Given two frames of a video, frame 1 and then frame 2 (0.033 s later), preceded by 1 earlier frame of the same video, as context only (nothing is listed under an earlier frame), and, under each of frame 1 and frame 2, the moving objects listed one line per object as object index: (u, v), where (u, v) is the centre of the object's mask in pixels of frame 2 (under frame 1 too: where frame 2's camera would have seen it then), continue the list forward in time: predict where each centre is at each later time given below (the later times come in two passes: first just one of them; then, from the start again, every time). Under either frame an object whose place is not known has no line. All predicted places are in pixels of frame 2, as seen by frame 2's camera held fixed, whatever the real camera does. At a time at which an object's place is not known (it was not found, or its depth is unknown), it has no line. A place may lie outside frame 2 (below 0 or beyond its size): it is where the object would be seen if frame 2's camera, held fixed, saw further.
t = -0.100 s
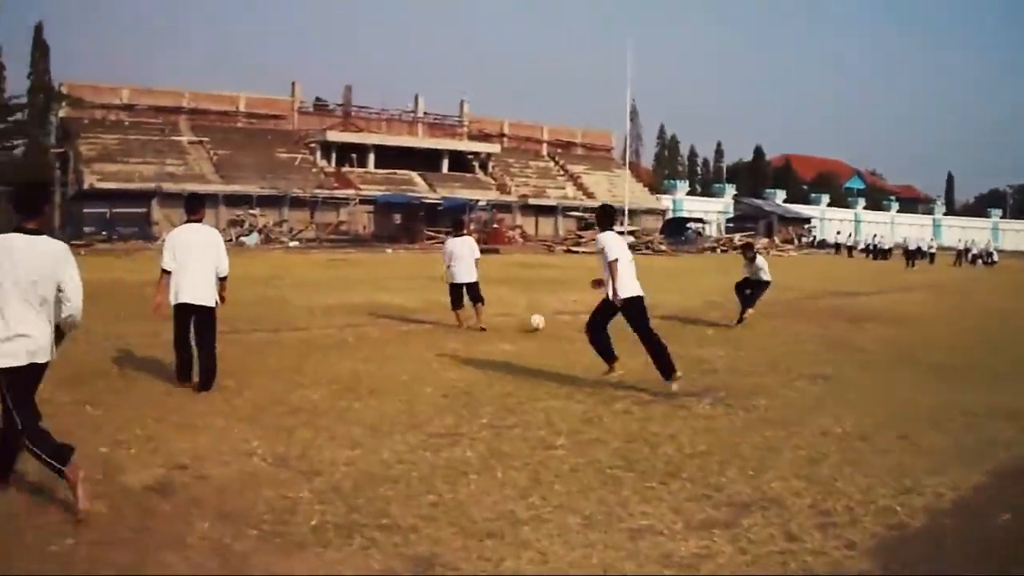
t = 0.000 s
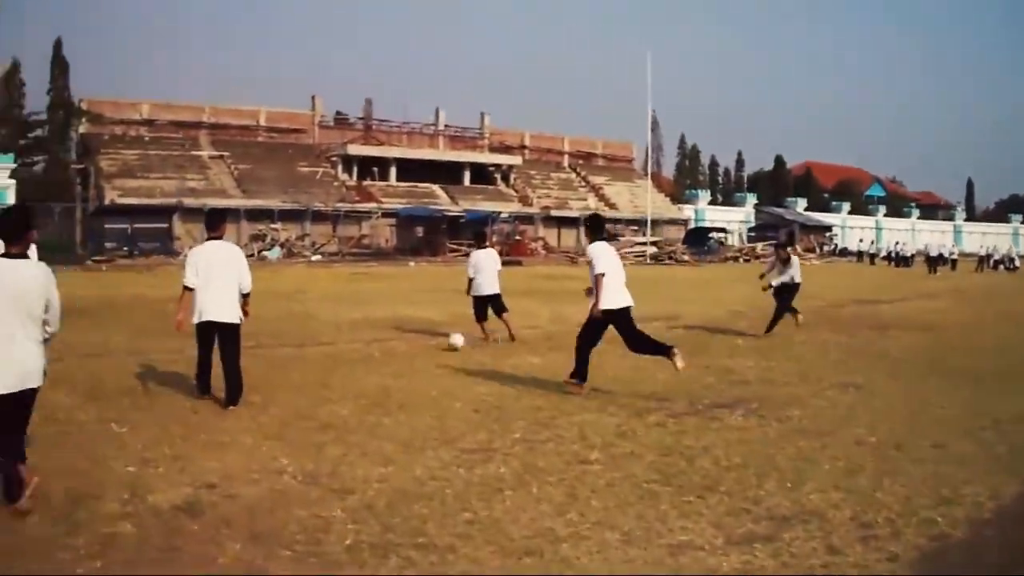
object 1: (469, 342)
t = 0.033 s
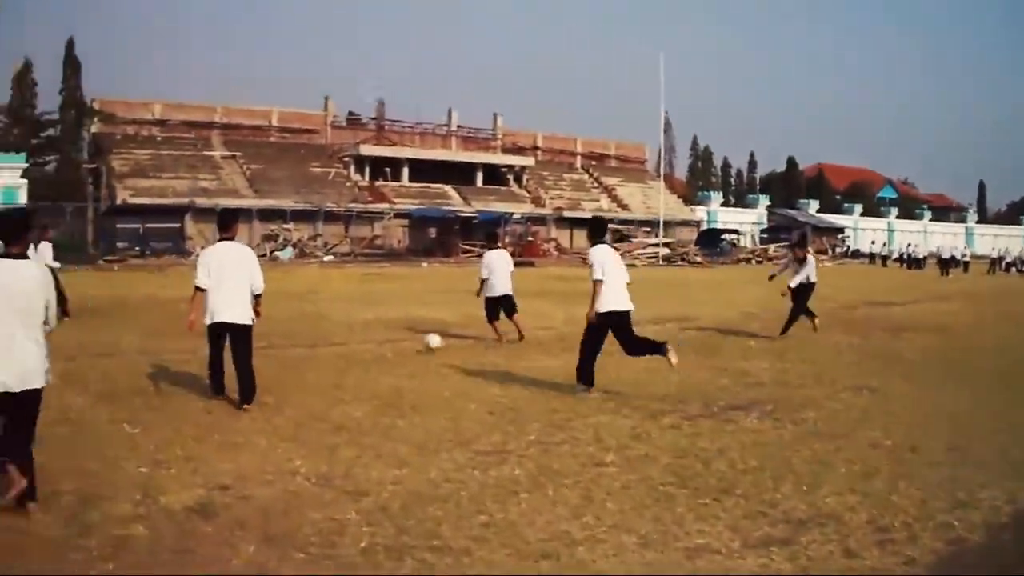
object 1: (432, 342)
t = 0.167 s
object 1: (282, 347)
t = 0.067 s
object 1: (396, 342)
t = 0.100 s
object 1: (359, 344)
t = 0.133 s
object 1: (321, 346)
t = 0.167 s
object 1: (282, 347)
